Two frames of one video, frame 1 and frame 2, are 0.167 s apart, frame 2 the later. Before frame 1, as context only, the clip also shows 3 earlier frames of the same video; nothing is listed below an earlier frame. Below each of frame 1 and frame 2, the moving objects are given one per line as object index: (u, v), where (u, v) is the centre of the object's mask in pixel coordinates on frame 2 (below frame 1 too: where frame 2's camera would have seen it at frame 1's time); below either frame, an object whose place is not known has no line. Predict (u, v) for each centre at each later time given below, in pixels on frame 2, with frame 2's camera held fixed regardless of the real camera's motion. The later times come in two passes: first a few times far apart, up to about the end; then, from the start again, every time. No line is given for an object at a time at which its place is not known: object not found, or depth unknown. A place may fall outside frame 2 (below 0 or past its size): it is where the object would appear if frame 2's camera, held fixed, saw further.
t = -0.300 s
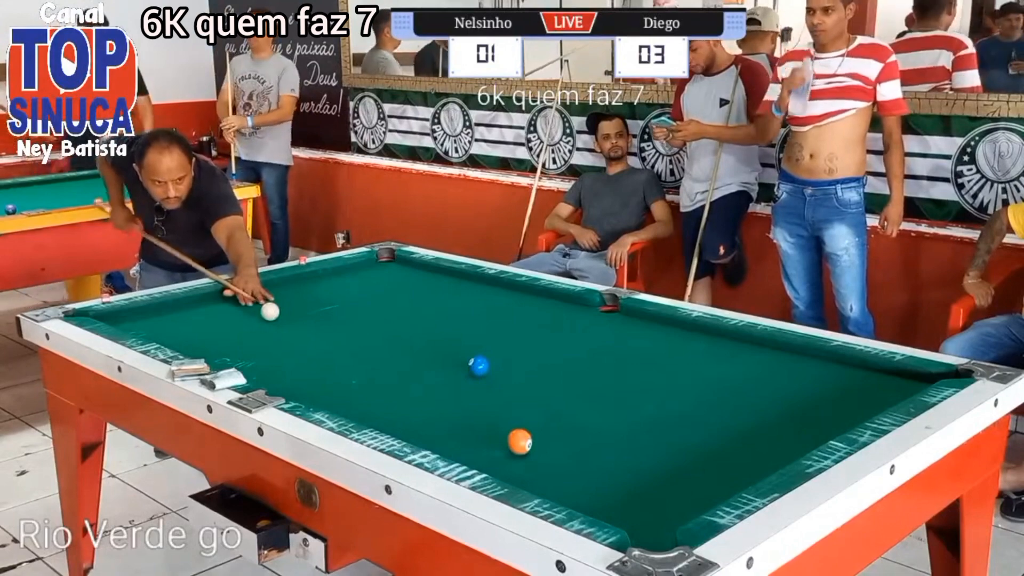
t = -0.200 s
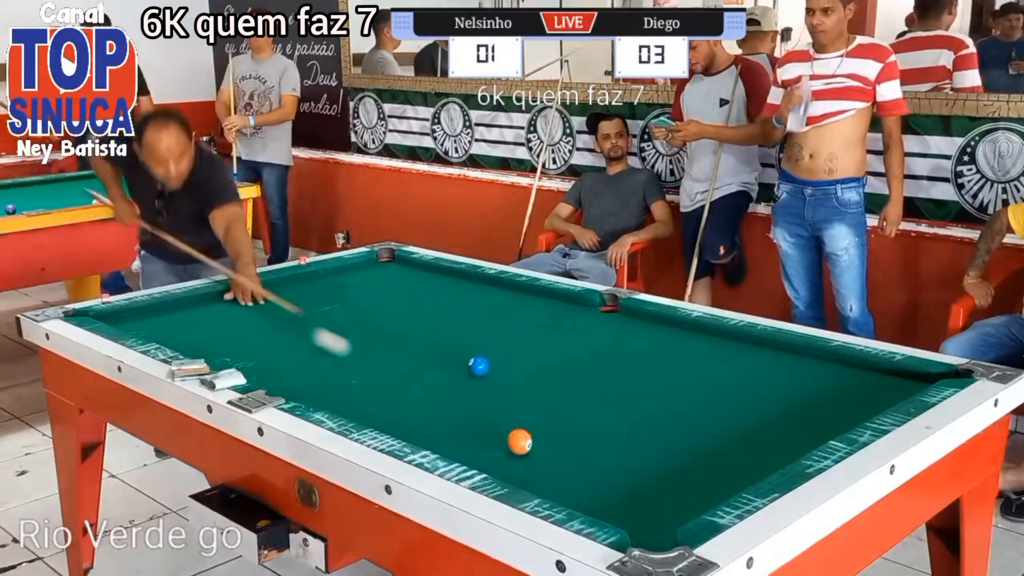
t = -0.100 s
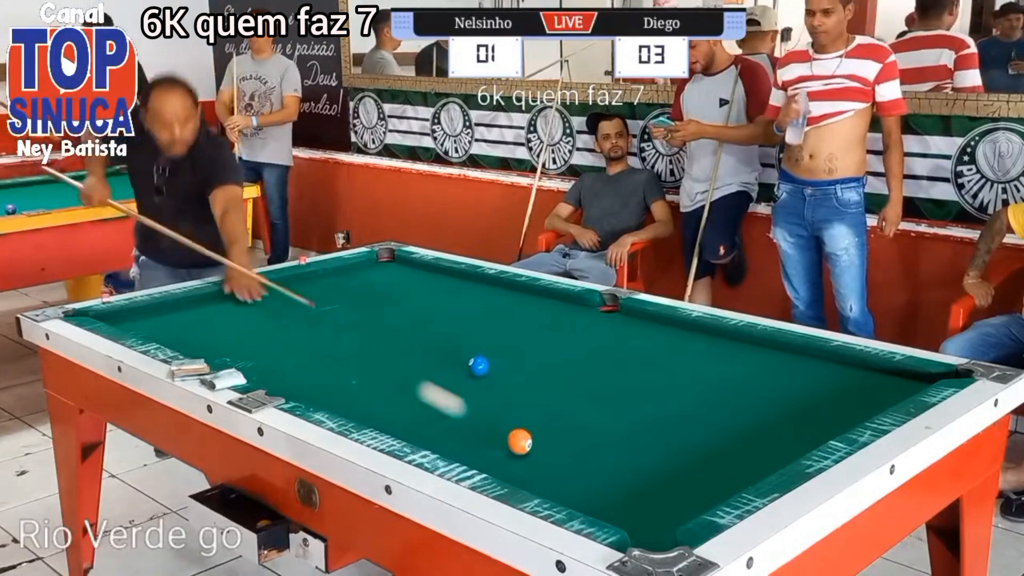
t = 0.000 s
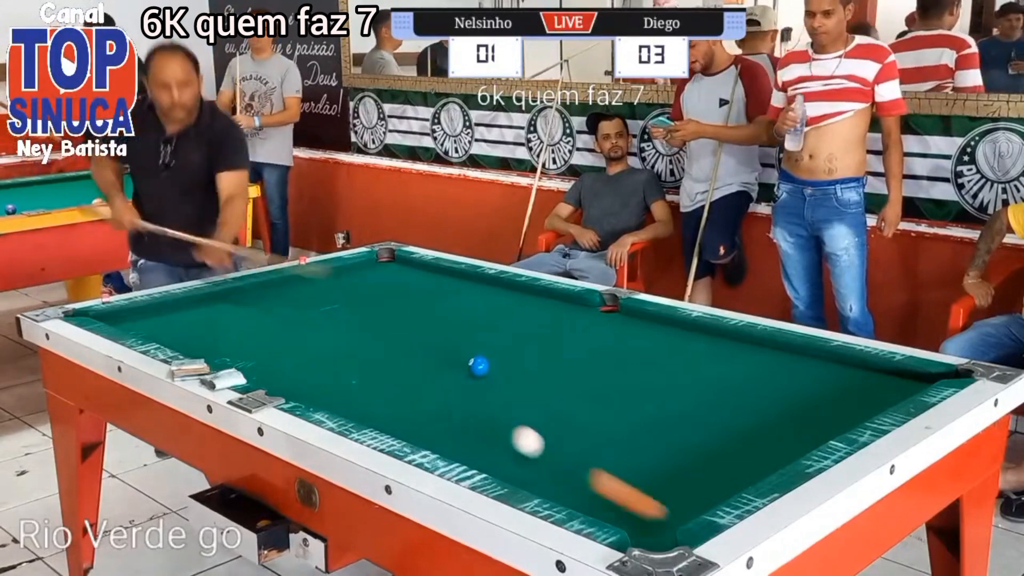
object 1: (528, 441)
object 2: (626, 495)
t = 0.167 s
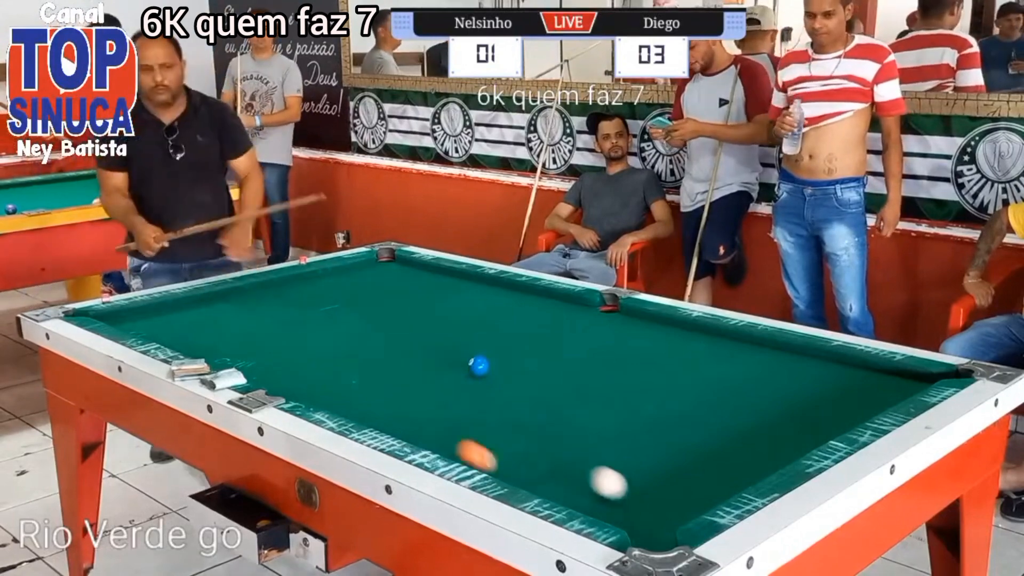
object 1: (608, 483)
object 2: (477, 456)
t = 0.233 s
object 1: (644, 500)
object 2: (423, 428)
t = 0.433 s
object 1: (608, 495)
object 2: (295, 363)
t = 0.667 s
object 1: (507, 464)
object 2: (191, 310)
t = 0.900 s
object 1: (420, 436)
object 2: (279, 316)
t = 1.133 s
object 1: (350, 412)
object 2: (417, 335)
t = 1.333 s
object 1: (307, 394)
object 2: (549, 354)
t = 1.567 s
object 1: (265, 377)
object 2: (725, 380)
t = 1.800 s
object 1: (226, 360)
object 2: (867, 394)
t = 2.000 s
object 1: (197, 349)
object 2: (775, 366)
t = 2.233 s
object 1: (168, 336)
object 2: (691, 338)
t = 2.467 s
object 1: (141, 325)
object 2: (623, 316)
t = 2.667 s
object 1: (121, 317)
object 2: (573, 299)
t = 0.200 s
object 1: (626, 491)
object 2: (449, 441)
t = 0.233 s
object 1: (644, 500)
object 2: (423, 428)
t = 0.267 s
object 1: (663, 507)
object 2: (398, 415)
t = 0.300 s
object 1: (676, 513)
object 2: (375, 404)
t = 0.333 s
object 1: (661, 508)
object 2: (353, 393)
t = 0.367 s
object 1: (641, 504)
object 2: (332, 382)
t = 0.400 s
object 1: (624, 500)
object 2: (313, 372)
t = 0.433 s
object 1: (608, 495)
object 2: (295, 363)
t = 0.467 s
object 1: (592, 490)
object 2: (278, 354)
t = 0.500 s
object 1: (577, 486)
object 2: (262, 346)
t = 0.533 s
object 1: (562, 481)
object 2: (246, 338)
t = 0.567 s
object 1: (548, 477)
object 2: (231, 330)
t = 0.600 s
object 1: (533, 473)
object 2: (217, 323)
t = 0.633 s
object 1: (520, 468)
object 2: (204, 317)
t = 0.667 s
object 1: (507, 464)
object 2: (191, 310)
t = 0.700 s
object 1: (493, 460)
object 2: (178, 303)
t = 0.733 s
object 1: (480, 456)
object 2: (181, 301)
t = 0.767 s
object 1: (468, 452)
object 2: (201, 304)
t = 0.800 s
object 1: (455, 448)
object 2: (222, 307)
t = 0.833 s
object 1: (443, 444)
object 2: (242, 310)
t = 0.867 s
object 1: (432, 440)
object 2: (261, 314)
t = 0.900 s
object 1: (420, 436)
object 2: (279, 316)
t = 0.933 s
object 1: (410, 433)
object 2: (298, 319)
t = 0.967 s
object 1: (398, 429)
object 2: (317, 321)
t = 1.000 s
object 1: (388, 425)
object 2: (336, 324)
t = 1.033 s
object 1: (377, 422)
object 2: (356, 326)
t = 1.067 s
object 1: (367, 418)
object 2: (376, 330)
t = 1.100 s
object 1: (357, 415)
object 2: (397, 332)
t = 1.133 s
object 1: (350, 412)
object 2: (417, 335)
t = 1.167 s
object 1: (343, 409)
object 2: (438, 338)
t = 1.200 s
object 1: (335, 406)
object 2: (459, 341)
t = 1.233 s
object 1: (328, 403)
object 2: (481, 345)
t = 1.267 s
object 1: (321, 400)
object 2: (503, 348)
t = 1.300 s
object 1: (314, 397)
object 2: (526, 351)
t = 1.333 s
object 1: (307, 394)
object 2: (549, 354)
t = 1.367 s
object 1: (301, 392)
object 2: (572, 358)
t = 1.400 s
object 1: (294, 389)
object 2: (596, 361)
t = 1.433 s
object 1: (288, 387)
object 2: (621, 365)
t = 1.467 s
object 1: (282, 384)
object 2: (647, 368)
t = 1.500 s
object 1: (276, 382)
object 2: (672, 372)
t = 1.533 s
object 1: (270, 379)
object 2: (698, 376)
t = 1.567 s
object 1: (265, 377)
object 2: (725, 380)
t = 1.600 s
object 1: (258, 374)
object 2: (753, 384)
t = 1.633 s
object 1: (253, 372)
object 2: (781, 387)
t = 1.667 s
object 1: (248, 369)
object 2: (810, 392)
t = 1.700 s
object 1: (243, 366)
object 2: (840, 395)
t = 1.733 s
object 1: (237, 364)
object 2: (870, 397)
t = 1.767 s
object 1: (232, 362)
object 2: (885, 398)
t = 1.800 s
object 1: (226, 360)
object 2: (867, 394)
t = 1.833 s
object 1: (222, 358)
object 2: (847, 390)
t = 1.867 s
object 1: (217, 356)
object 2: (832, 385)
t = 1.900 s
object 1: (212, 354)
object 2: (817, 380)
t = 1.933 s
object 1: (207, 352)
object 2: (803, 375)
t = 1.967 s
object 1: (202, 350)
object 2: (788, 371)
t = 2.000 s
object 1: (197, 349)
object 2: (775, 366)
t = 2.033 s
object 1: (193, 347)
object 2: (762, 362)
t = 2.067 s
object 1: (189, 345)
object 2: (749, 358)
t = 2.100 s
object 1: (185, 343)
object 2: (737, 354)
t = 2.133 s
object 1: (180, 341)
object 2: (725, 349)
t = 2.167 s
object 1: (176, 339)
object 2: (713, 346)
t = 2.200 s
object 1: (172, 338)
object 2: (702, 342)
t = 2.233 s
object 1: (168, 336)
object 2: (691, 338)
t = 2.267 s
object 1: (164, 334)
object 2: (680, 335)
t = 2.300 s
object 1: (160, 333)
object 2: (670, 331)
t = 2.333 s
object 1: (156, 331)
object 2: (660, 328)
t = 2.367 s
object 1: (152, 330)
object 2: (650, 325)
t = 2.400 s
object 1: (149, 328)
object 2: (641, 322)
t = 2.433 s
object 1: (145, 327)
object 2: (631, 319)
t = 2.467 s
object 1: (141, 325)
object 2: (623, 316)
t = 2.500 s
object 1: (138, 324)
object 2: (614, 313)
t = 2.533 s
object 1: (134, 322)
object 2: (605, 310)
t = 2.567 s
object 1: (131, 321)
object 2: (597, 307)
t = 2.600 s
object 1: (128, 320)
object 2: (589, 305)
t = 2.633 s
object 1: (124, 318)
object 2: (581, 302)
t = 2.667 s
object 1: (121, 317)
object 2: (573, 299)
